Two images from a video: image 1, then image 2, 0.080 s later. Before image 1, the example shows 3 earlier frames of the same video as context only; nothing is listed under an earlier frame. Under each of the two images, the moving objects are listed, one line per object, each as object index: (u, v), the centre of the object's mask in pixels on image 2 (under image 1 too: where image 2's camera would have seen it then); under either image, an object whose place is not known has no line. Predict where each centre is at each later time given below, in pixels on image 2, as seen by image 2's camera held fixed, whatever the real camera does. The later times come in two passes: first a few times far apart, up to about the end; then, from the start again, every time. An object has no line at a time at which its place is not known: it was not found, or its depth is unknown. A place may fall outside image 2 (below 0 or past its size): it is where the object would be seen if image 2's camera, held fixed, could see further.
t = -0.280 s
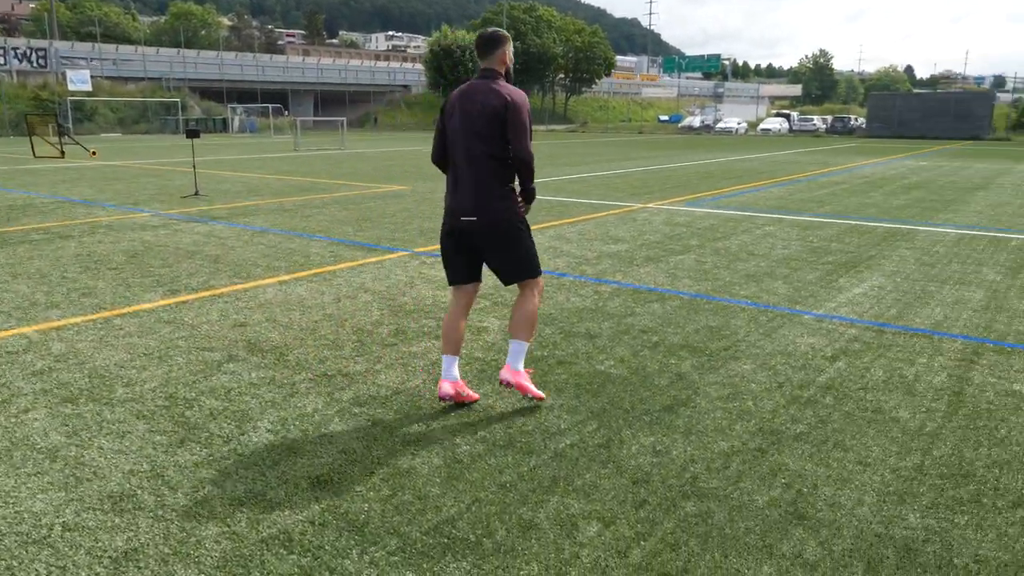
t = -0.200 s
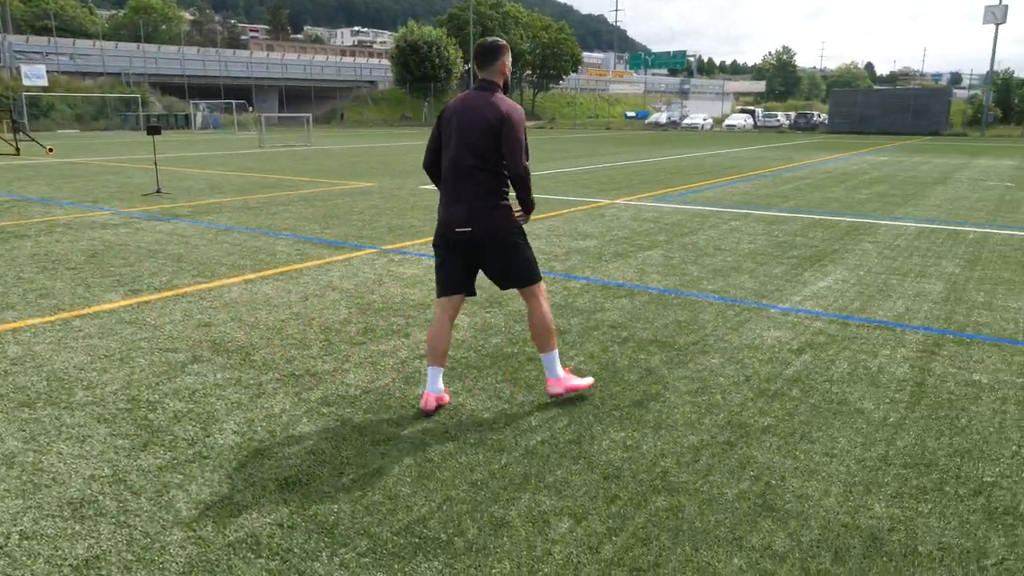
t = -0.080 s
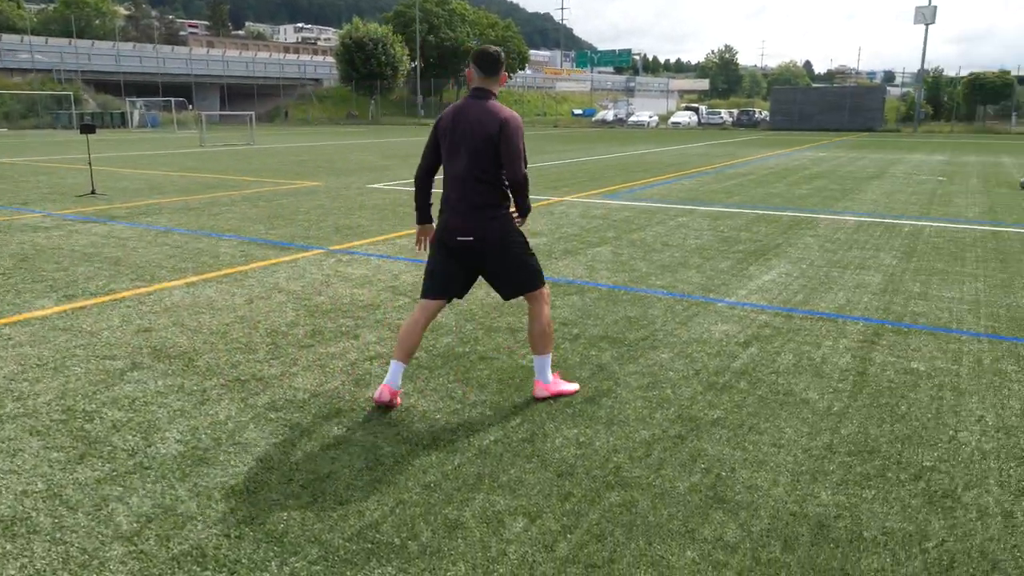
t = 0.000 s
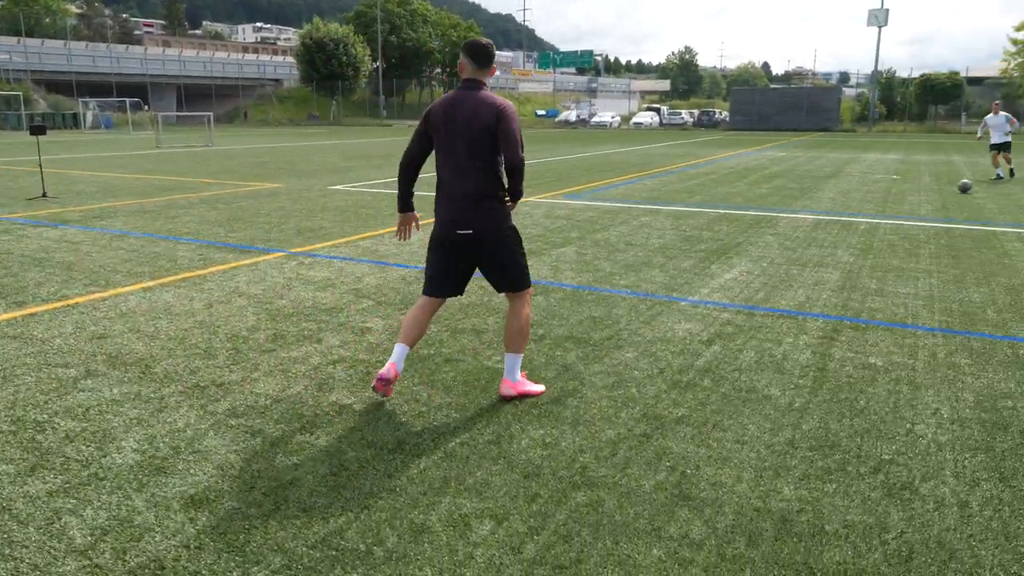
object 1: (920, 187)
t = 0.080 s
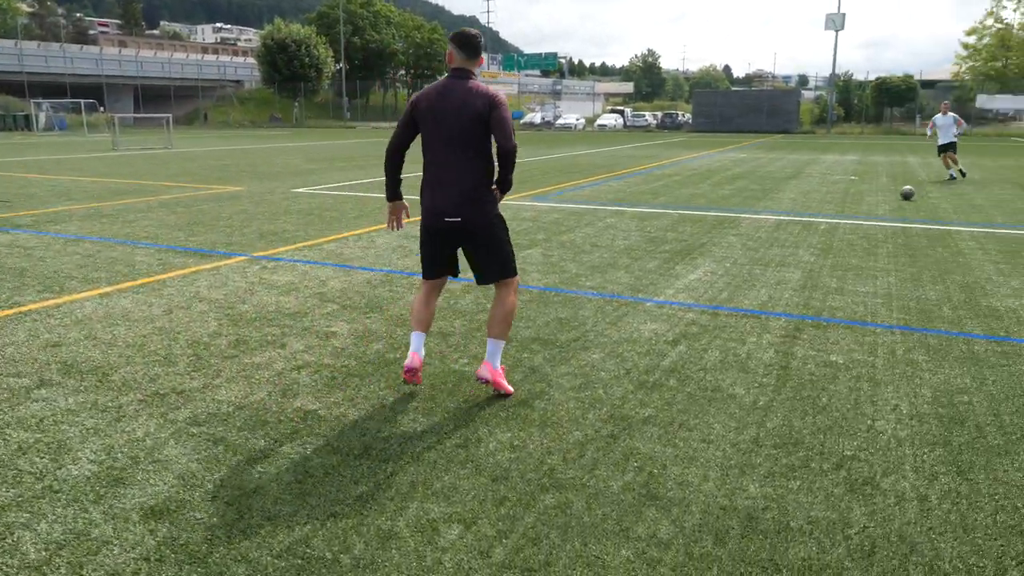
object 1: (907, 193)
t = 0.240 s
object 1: (877, 208)
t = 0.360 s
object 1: (847, 224)
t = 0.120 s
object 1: (901, 196)
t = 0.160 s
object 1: (893, 200)
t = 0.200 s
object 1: (885, 205)
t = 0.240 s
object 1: (877, 208)
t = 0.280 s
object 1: (867, 213)
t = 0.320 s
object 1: (857, 219)
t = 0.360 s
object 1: (847, 224)
